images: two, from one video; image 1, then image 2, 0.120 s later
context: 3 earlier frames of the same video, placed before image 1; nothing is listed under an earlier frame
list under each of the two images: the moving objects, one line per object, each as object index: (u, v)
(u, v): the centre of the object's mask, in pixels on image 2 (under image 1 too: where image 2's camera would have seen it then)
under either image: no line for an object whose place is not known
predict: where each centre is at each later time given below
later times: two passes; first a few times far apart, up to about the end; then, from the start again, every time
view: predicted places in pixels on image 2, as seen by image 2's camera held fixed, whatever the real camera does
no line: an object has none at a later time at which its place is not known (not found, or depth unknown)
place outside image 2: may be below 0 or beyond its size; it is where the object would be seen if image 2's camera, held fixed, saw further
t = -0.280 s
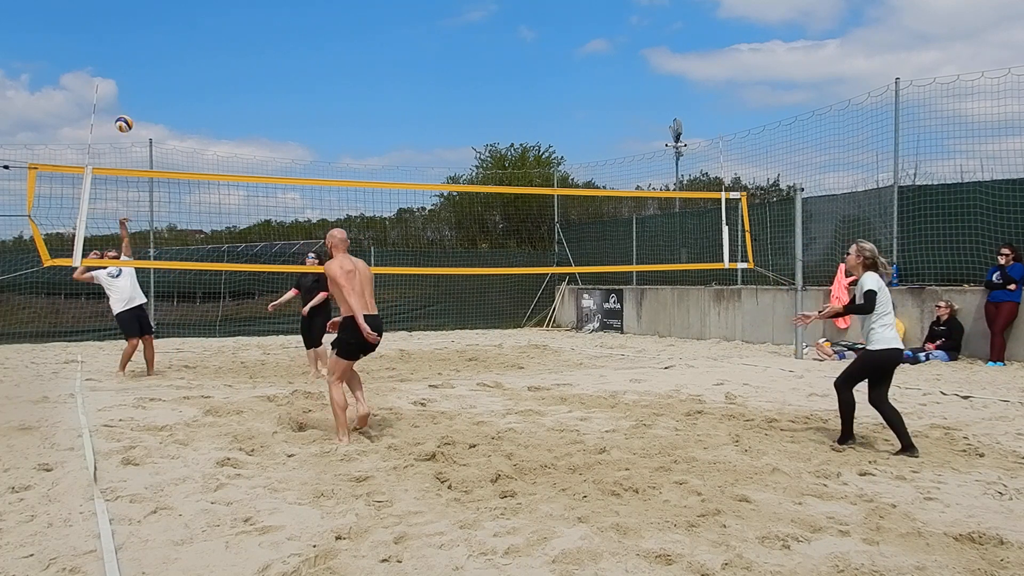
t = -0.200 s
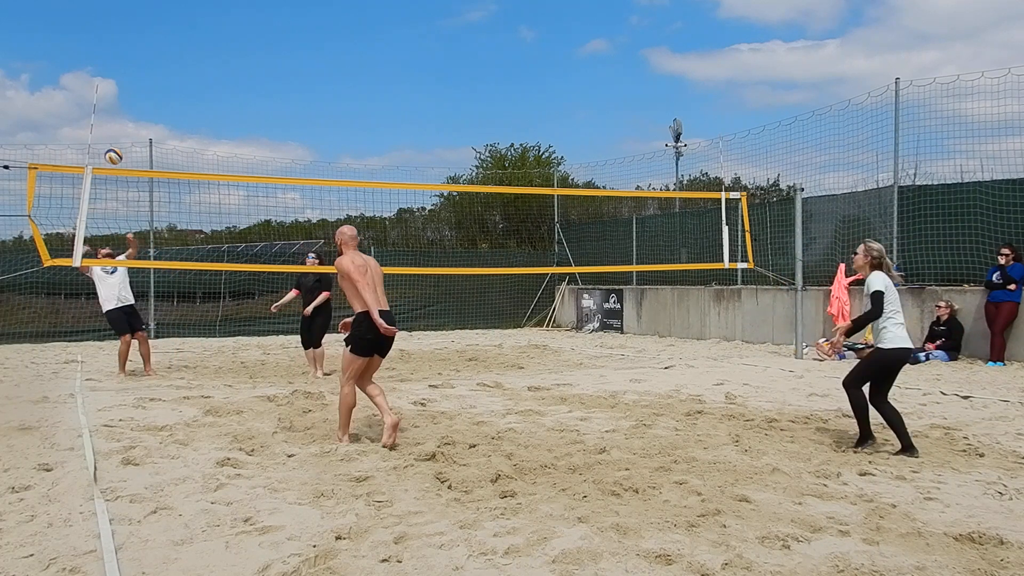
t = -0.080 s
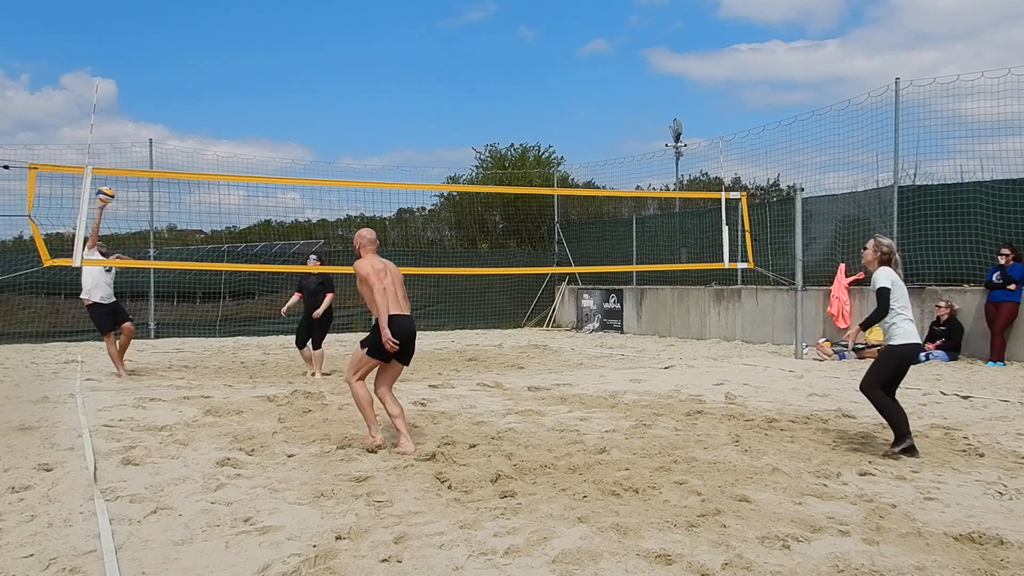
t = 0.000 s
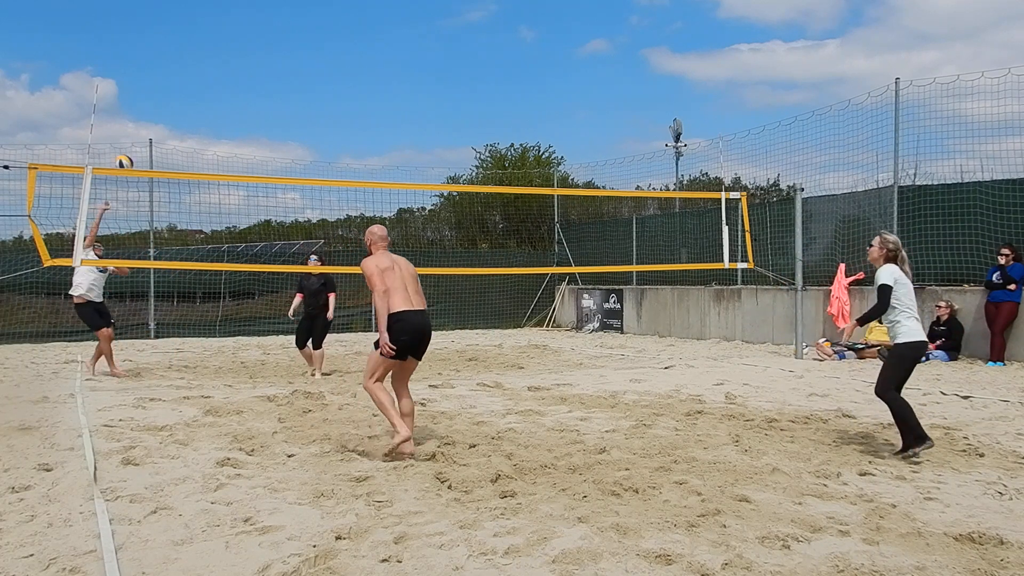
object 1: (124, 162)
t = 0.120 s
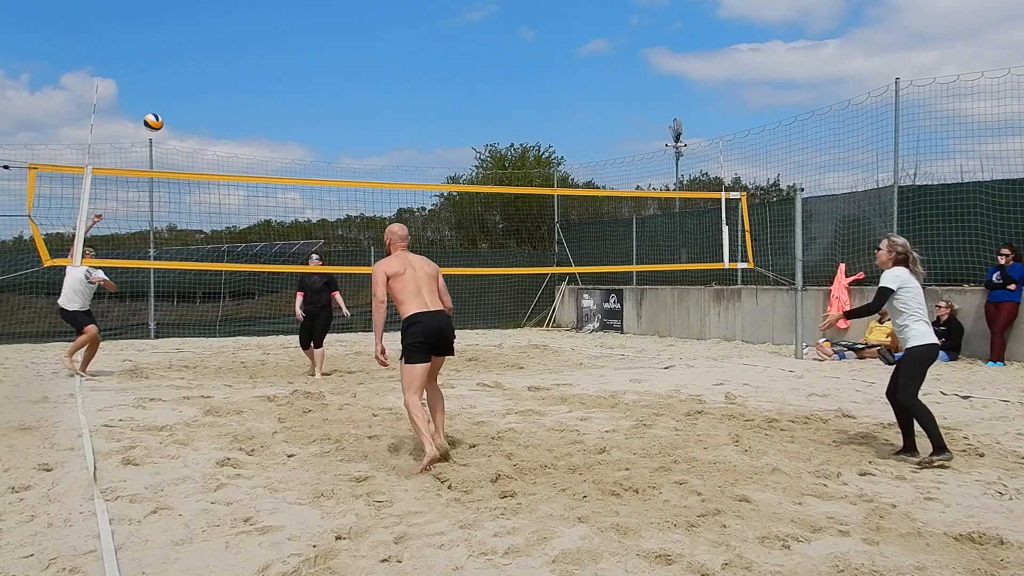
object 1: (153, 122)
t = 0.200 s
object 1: (174, 100)
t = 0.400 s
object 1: (233, 64)
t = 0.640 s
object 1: (320, 73)
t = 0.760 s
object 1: (372, 106)
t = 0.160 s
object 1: (163, 110)
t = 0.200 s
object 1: (174, 100)
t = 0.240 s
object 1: (186, 91)
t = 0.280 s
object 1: (197, 82)
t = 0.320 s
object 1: (209, 75)
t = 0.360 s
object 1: (221, 69)
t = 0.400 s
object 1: (233, 64)
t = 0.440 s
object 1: (247, 62)
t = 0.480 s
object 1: (260, 60)
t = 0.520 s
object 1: (274, 60)
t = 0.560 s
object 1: (289, 62)
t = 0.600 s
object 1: (304, 67)
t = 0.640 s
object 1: (320, 73)
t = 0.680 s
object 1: (337, 81)
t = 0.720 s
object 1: (354, 92)
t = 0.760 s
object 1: (372, 106)
